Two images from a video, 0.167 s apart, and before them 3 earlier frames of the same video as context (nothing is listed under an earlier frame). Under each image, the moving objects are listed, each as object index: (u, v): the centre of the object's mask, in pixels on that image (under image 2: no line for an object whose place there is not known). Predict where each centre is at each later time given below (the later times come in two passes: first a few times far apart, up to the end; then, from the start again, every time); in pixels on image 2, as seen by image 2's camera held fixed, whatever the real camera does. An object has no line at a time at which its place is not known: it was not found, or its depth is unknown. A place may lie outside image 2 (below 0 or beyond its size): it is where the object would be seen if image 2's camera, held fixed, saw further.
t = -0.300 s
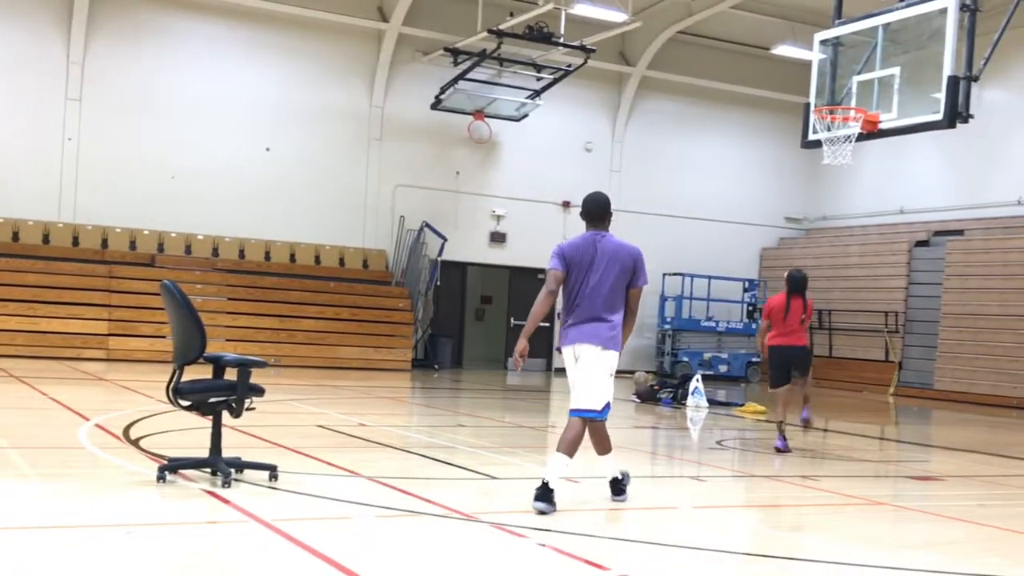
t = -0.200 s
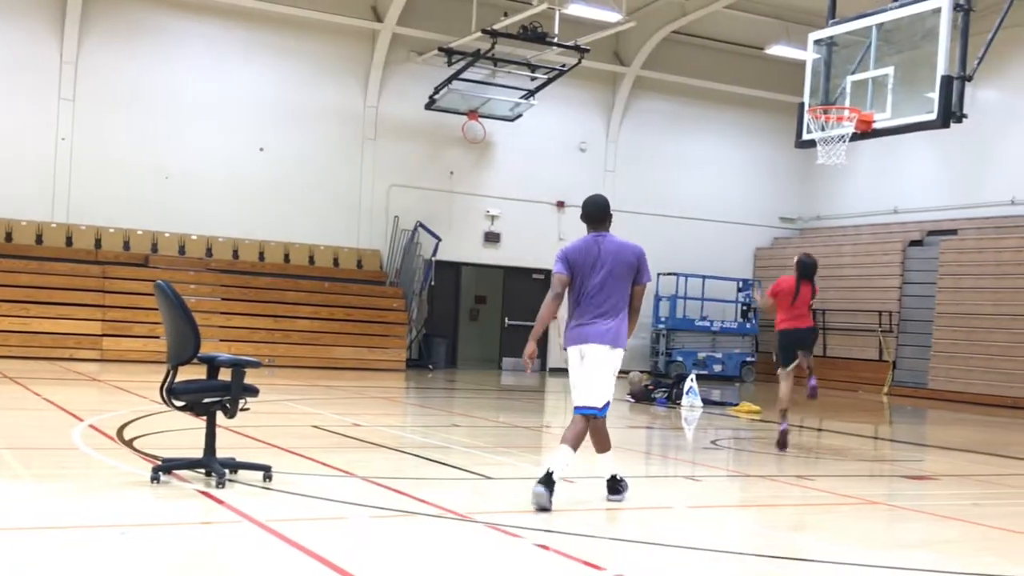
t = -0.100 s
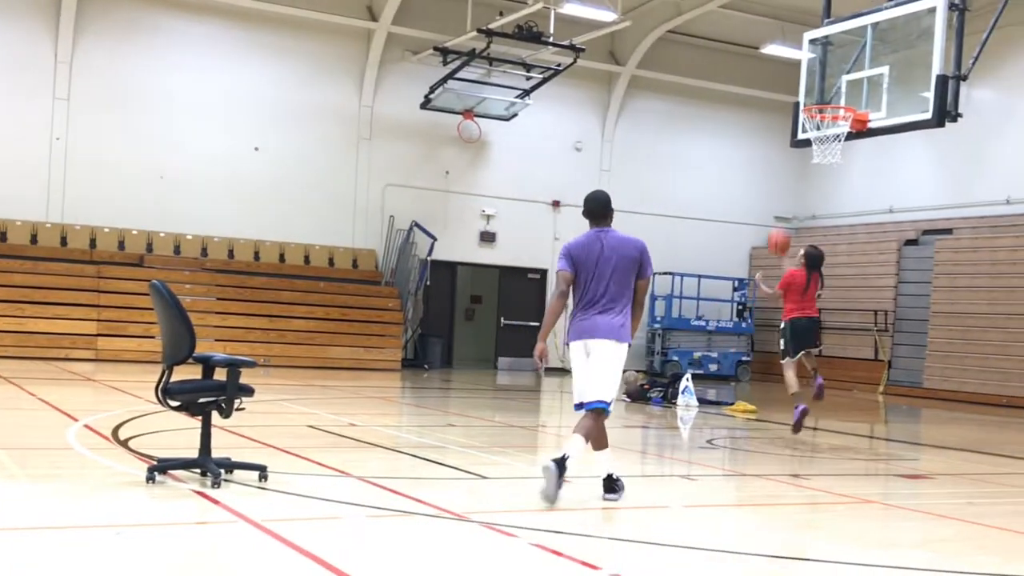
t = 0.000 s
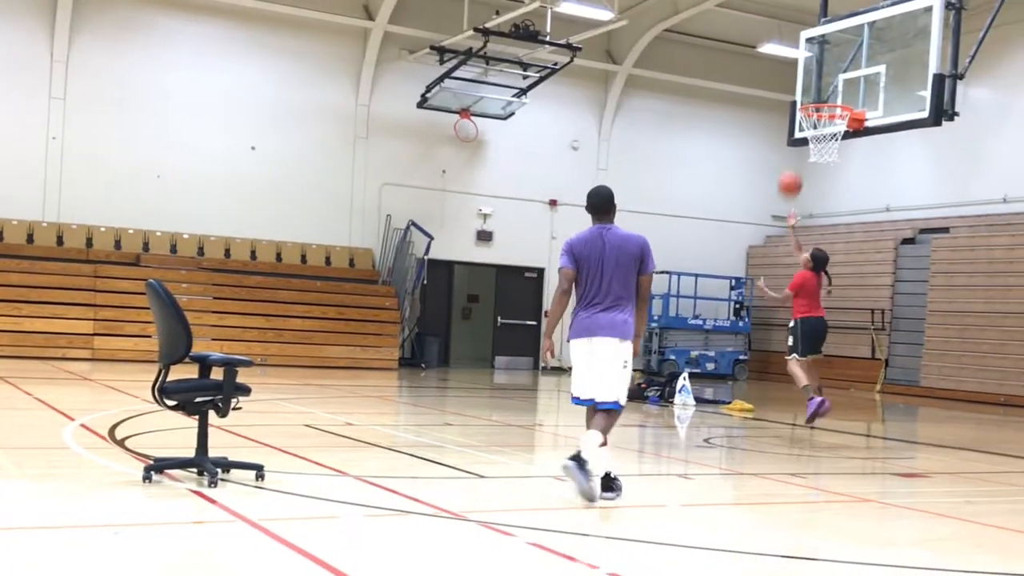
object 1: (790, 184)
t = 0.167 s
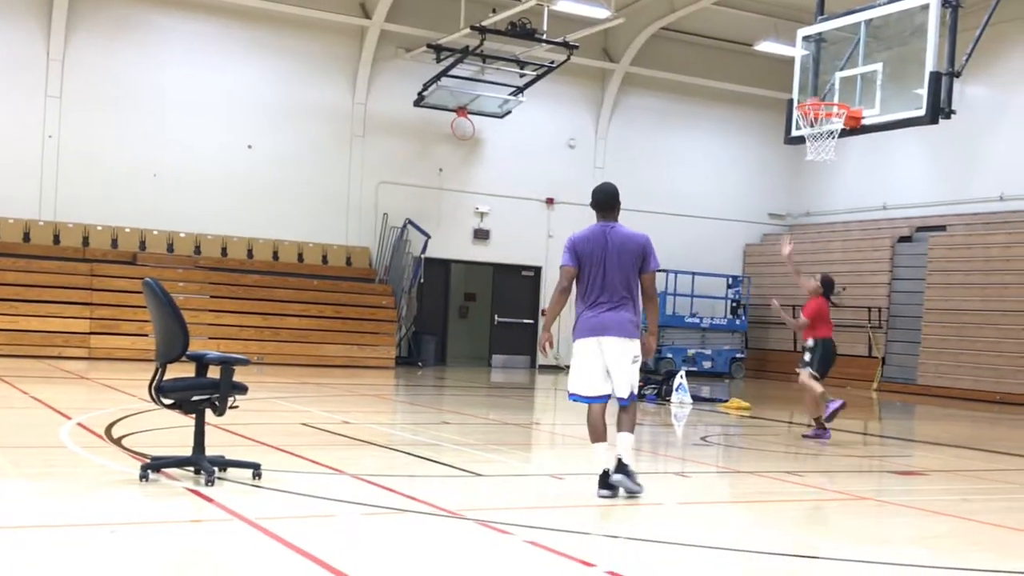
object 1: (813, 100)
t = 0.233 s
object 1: (818, 92)
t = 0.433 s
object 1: (817, 75)
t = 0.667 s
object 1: (814, 95)
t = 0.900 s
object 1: (836, 122)
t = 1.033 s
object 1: (838, 136)
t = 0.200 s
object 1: (818, 96)
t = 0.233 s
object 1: (818, 92)
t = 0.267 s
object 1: (818, 87)
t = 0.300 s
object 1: (817, 83)
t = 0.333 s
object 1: (817, 79)
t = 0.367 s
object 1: (817, 76)
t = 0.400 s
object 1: (817, 75)
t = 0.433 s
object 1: (817, 75)
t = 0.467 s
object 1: (817, 75)
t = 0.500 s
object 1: (816, 78)
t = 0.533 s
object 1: (815, 81)
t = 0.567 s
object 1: (814, 86)
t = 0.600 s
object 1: (813, 90)
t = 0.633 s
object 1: (813, 93)
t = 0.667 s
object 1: (814, 95)
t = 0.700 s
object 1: (817, 95)
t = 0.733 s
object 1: (821, 96)
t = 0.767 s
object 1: (823, 97)
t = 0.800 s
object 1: (827, 103)
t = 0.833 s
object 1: (830, 110)
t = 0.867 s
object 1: (833, 116)
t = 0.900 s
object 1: (836, 122)
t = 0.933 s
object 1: (840, 126)
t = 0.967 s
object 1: (839, 130)
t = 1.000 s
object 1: (839, 132)
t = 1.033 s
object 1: (838, 136)
